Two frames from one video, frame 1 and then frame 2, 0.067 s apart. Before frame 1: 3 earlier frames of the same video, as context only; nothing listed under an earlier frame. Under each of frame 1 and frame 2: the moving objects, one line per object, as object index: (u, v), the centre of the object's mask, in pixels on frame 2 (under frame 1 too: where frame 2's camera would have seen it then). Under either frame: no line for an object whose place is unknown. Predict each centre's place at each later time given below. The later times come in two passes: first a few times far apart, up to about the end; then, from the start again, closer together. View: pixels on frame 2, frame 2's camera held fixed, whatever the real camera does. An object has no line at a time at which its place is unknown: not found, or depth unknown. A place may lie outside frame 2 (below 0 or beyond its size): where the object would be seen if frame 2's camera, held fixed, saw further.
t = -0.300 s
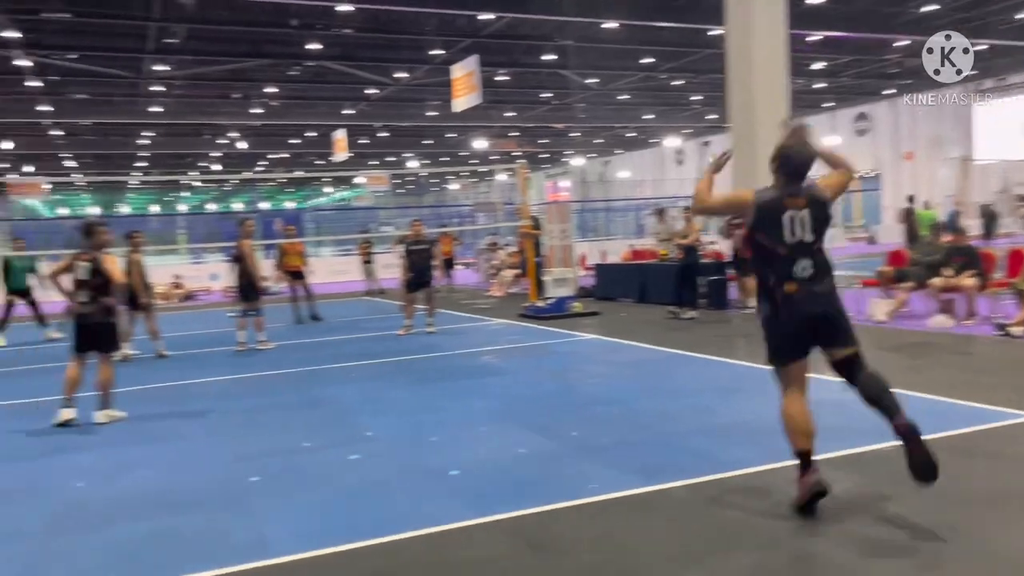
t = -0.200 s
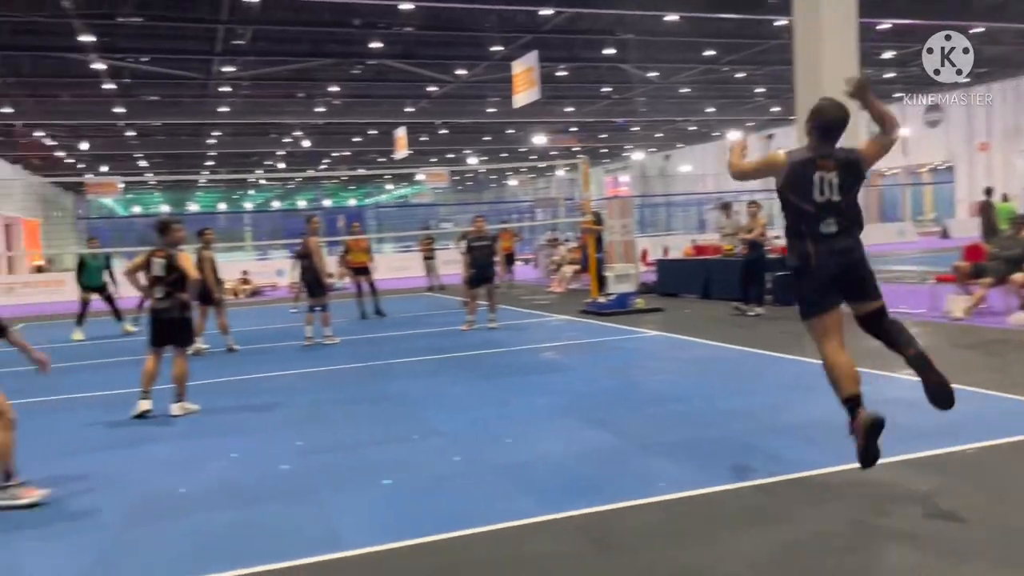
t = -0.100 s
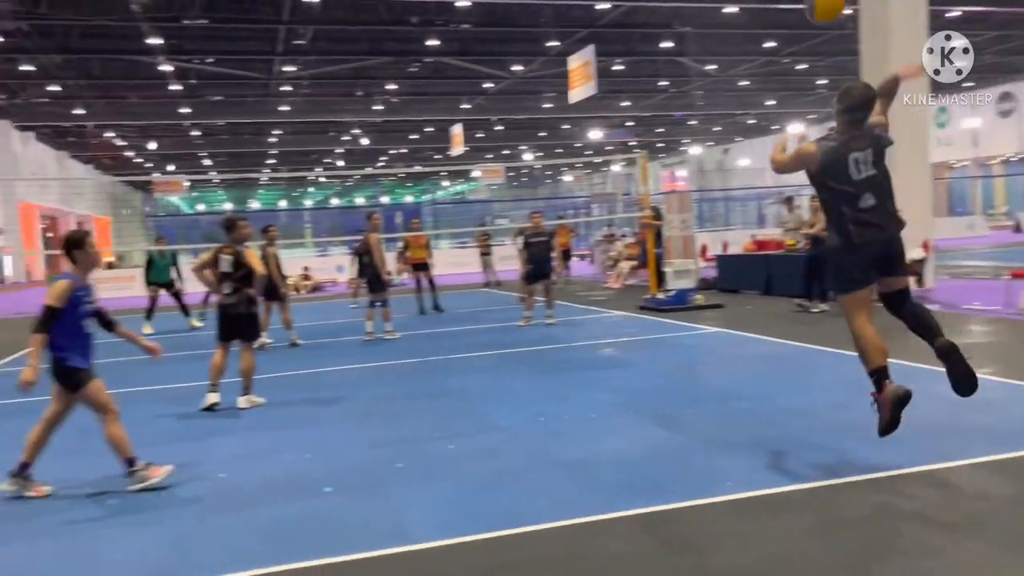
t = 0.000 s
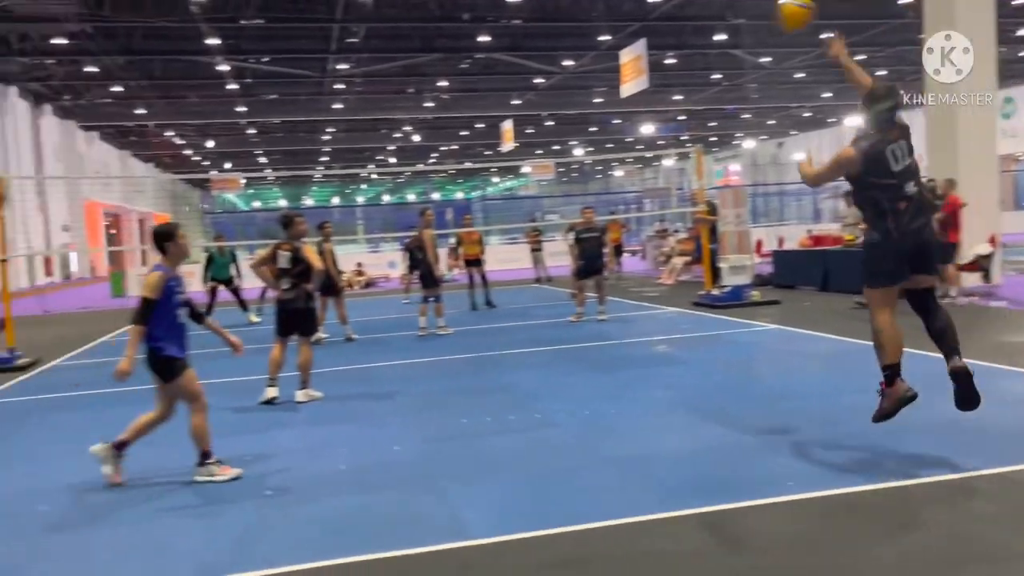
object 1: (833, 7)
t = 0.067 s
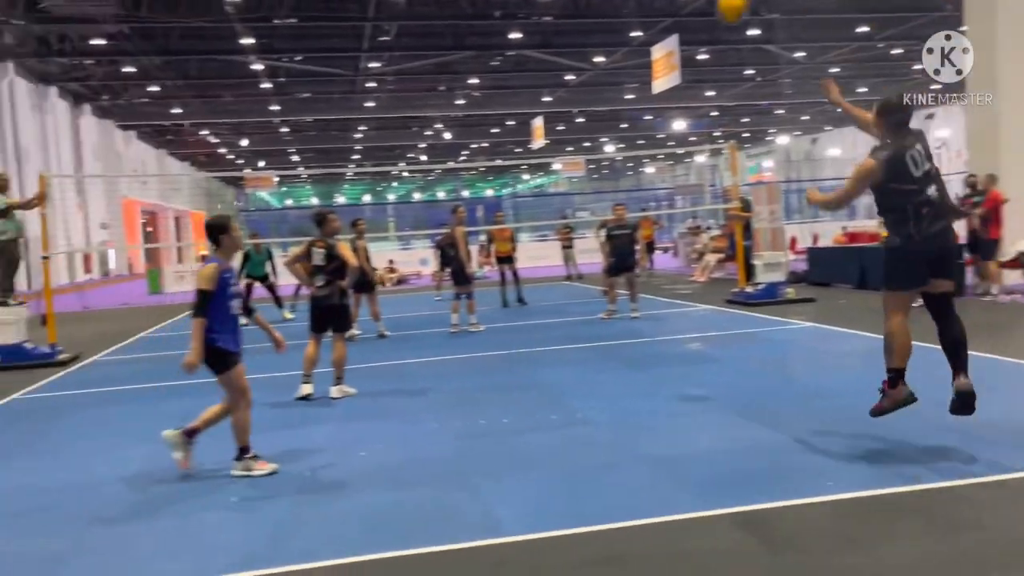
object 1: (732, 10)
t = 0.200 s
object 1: (598, 20)
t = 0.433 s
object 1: (463, 64)
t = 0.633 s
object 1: (395, 118)
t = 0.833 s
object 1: (354, 177)
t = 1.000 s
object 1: (329, 221)
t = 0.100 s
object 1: (692, 12)
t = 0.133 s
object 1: (657, 14)
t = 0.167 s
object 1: (626, 17)
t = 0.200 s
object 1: (598, 20)
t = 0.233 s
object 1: (573, 24)
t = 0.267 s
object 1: (550, 30)
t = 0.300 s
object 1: (530, 36)
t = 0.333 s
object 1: (511, 41)
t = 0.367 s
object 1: (493, 48)
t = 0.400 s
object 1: (477, 56)
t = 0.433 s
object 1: (463, 64)
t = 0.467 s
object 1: (449, 73)
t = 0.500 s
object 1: (437, 82)
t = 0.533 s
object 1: (426, 90)
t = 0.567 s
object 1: (414, 98)
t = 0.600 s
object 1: (404, 108)
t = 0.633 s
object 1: (395, 118)
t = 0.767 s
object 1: (366, 156)
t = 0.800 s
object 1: (360, 165)
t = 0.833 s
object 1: (354, 177)
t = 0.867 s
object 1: (348, 189)
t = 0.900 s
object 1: (343, 199)
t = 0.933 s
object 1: (338, 209)
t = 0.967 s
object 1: (334, 219)
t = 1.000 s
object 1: (329, 221)
